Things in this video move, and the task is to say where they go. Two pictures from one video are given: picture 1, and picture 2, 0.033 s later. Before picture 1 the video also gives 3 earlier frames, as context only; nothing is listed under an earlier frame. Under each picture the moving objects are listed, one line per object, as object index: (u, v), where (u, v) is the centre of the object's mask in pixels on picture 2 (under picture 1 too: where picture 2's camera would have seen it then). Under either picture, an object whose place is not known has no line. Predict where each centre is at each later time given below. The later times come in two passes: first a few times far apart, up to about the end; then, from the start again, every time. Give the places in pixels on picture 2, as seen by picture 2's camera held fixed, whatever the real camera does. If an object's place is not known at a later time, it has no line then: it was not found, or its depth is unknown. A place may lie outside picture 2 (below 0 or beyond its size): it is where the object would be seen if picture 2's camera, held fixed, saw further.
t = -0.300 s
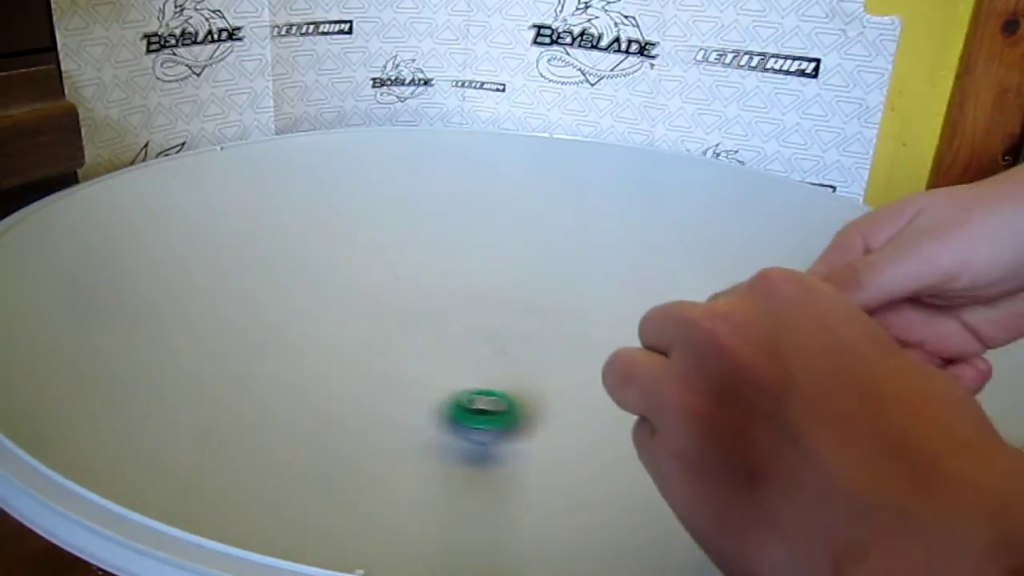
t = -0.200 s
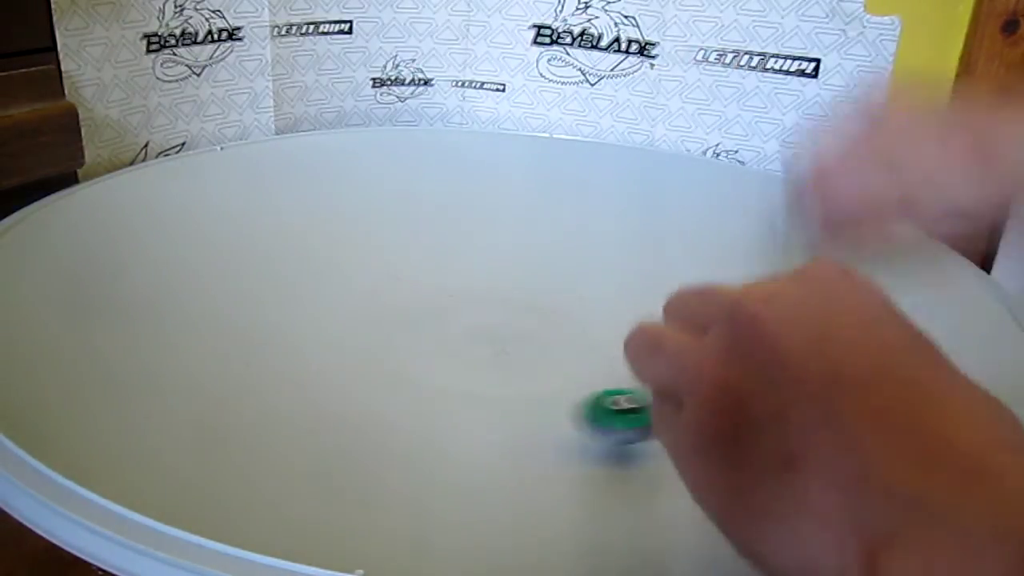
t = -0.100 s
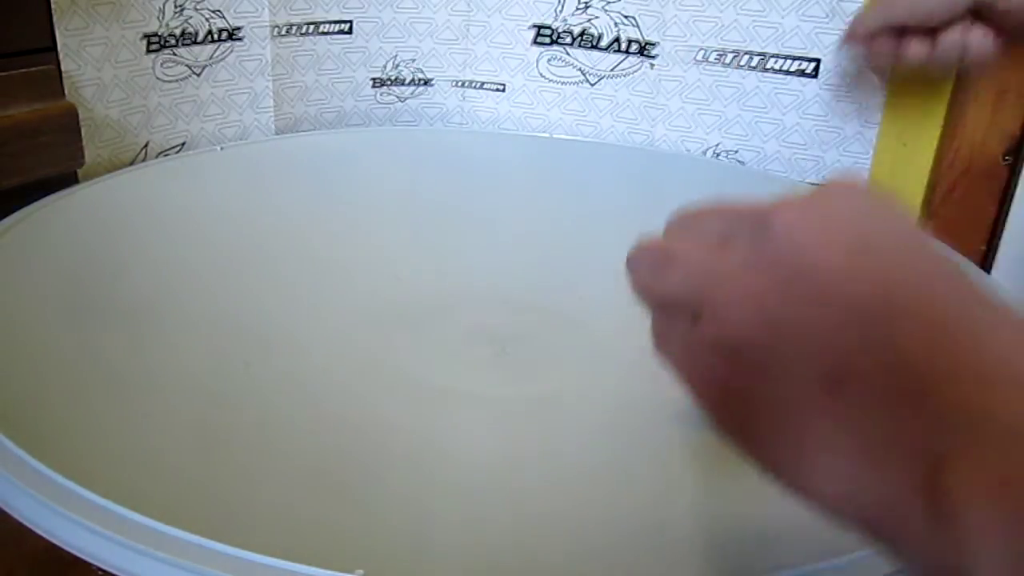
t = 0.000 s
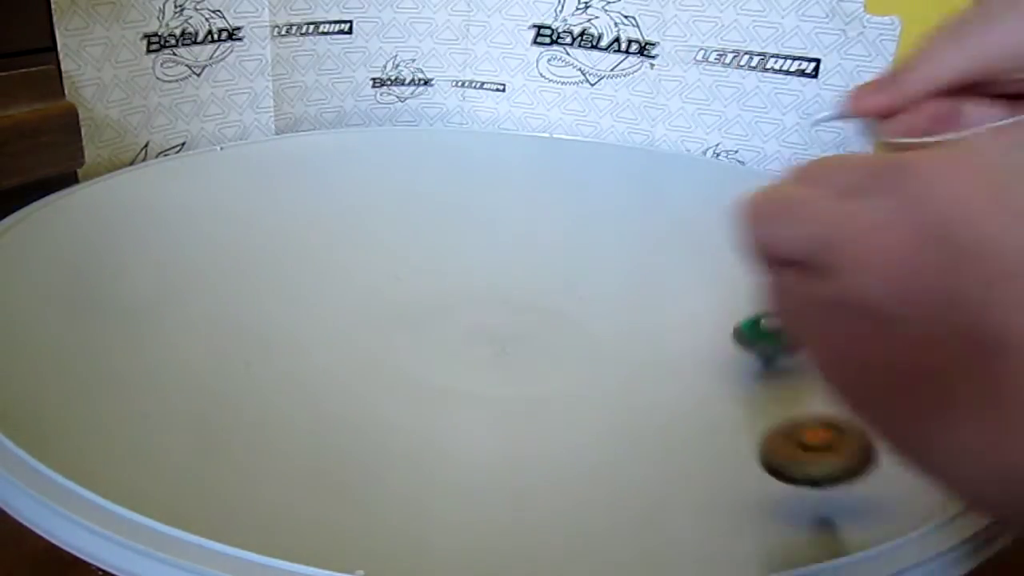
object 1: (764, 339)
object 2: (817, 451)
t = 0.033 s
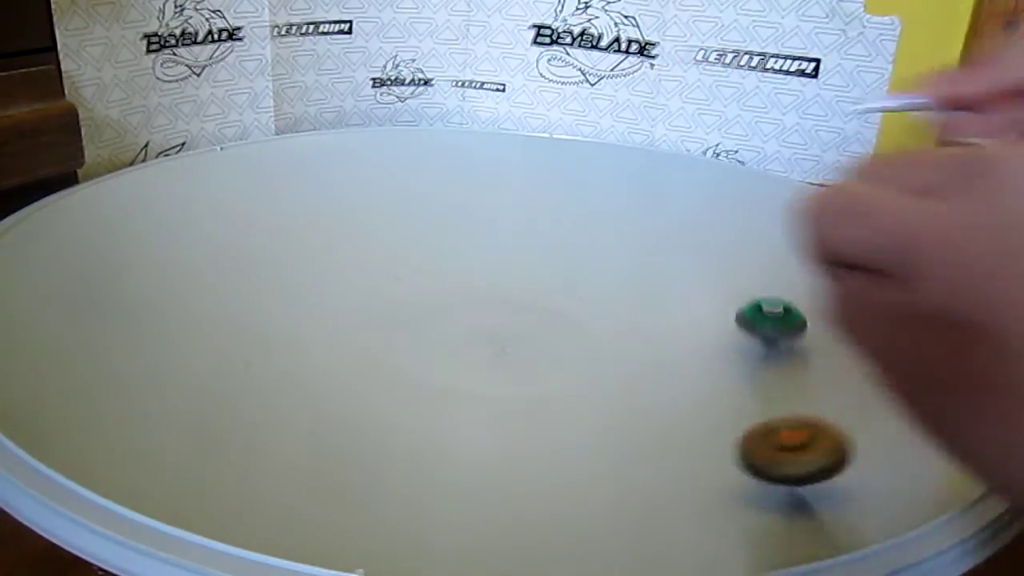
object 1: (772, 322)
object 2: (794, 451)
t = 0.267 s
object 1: (666, 236)
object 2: (546, 343)
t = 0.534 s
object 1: (470, 150)
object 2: (567, 215)
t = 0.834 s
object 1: (290, 146)
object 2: (624, 296)
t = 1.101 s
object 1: (163, 256)
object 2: (592, 295)
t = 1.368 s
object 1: (382, 409)
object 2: (501, 236)
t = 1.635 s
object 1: (747, 373)
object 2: (537, 176)
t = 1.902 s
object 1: (763, 243)
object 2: (652, 201)
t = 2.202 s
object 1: (561, 185)
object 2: (543, 314)
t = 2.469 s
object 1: (374, 235)
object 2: (246, 273)
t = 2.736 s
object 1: (360, 360)
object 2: (219, 158)
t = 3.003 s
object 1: (649, 431)
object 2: (425, 161)
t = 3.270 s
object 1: (838, 333)
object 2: (596, 290)
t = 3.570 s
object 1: (652, 247)
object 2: (433, 442)
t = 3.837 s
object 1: (432, 262)
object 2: (25, 338)
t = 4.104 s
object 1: (291, 341)
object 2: (106, 220)
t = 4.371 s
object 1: (444, 453)
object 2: (453, 248)
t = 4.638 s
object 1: (715, 416)
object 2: (751, 330)
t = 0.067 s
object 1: (768, 308)
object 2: (759, 446)
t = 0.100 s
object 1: (759, 292)
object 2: (713, 435)
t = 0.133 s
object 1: (747, 279)
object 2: (667, 423)
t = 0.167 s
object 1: (731, 266)
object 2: (626, 406)
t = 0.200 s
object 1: (711, 254)
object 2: (592, 388)
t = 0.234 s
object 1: (690, 245)
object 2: (566, 367)
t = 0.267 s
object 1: (666, 236)
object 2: (546, 343)
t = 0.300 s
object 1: (641, 229)
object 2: (534, 320)
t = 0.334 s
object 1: (618, 223)
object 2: (527, 300)
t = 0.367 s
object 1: (592, 219)
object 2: (525, 280)
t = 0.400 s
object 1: (565, 216)
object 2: (527, 261)
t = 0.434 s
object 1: (540, 212)
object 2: (533, 244)
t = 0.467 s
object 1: (515, 184)
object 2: (544, 223)
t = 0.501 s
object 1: (490, 168)
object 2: (556, 212)
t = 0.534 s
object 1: (470, 150)
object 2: (567, 215)
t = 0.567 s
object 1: (447, 136)
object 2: (579, 231)
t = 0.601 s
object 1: (428, 125)
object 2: (588, 261)
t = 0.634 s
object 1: (409, 117)
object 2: (596, 259)
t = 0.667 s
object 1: (392, 114)
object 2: (602, 257)
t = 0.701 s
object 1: (373, 118)
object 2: (609, 270)
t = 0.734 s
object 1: (354, 122)
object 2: (614, 281)
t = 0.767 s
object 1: (332, 128)
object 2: (618, 275)
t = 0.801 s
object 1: (314, 137)
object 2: (622, 282)
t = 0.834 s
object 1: (290, 146)
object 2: (624, 296)
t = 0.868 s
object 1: (267, 156)
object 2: (625, 287)
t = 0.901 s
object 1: (243, 167)
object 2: (624, 292)
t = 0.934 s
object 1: (221, 178)
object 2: (623, 299)
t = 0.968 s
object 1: (201, 191)
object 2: (620, 291)
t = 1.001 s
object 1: (184, 205)
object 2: (617, 296)
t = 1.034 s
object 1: (172, 221)
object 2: (610, 296)
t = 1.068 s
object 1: (165, 238)
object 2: (602, 291)
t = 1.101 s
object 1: (163, 256)
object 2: (592, 295)
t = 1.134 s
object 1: (167, 275)
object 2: (579, 288)
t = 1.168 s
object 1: (178, 295)
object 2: (567, 285)
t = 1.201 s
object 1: (195, 317)
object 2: (552, 280)
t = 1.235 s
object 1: (219, 338)
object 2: (538, 272)
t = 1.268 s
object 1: (250, 361)
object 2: (526, 264)
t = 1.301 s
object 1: (289, 378)
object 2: (516, 255)
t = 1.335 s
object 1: (334, 393)
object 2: (508, 246)
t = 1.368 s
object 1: (382, 409)
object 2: (501, 236)
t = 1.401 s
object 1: (436, 420)
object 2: (497, 226)
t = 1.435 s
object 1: (490, 425)
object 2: (496, 216)
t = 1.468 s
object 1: (546, 424)
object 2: (498, 207)
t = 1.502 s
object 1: (596, 420)
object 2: (501, 198)
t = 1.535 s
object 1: (644, 412)
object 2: (508, 191)
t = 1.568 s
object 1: (685, 400)
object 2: (515, 185)
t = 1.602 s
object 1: (719, 388)
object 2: (525, 180)
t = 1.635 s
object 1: (747, 373)
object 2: (537, 176)
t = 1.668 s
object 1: (768, 356)
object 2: (550, 173)
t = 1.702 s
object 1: (782, 338)
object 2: (565, 171)
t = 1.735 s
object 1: (791, 321)
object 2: (580, 171)
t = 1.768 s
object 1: (794, 304)
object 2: (596, 173)
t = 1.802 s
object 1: (792, 288)
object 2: (612, 176)
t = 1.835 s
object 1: (786, 272)
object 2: (628, 182)
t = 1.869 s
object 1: (776, 257)
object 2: (642, 190)
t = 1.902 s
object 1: (763, 243)
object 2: (652, 201)
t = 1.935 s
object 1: (747, 230)
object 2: (660, 213)
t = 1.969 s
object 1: (728, 218)
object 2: (663, 227)
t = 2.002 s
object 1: (707, 209)
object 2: (661, 241)
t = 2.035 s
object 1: (684, 201)
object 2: (655, 255)
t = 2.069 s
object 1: (660, 195)
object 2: (642, 271)
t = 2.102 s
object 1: (637, 190)
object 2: (625, 285)
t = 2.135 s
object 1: (612, 186)
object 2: (602, 297)
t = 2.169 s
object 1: (587, 185)
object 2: (573, 307)
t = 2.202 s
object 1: (561, 185)
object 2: (543, 314)
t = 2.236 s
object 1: (536, 185)
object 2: (509, 318)
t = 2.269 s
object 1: (509, 188)
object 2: (471, 320)
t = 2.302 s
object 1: (483, 192)
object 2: (430, 320)
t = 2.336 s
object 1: (459, 198)
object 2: (389, 318)
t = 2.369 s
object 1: (436, 205)
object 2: (349, 311)
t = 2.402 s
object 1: (413, 214)
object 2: (312, 301)
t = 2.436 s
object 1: (392, 224)
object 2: (277, 288)
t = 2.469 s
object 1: (374, 235)
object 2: (246, 273)
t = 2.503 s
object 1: (357, 247)
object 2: (224, 258)
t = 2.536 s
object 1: (344, 261)
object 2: (206, 241)
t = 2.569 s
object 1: (335, 276)
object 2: (195, 225)
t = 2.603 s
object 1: (330, 292)
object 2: (190, 210)
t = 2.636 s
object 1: (330, 308)
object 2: (190, 195)
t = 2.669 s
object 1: (334, 324)
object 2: (194, 181)
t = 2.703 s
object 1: (344, 342)
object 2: (204, 168)
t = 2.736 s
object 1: (360, 360)
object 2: (219, 158)
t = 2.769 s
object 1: (381, 376)
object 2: (237, 149)
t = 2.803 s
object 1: (407, 391)
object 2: (257, 142)
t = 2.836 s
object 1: (438, 405)
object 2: (282, 139)
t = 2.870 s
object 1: (473, 415)
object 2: (307, 138)
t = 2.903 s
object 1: (514, 424)
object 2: (336, 140)
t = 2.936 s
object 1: (558, 430)
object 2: (366, 145)
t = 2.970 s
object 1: (603, 433)
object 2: (396, 152)
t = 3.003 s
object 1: (649, 431)
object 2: (425, 161)
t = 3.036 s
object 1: (694, 427)
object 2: (454, 173)
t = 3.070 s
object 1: (734, 420)
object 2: (482, 186)
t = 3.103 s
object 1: (768, 409)
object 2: (508, 201)
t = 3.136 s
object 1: (796, 396)
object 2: (531, 216)
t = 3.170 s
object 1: (818, 381)
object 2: (552, 233)
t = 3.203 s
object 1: (832, 365)
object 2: (570, 251)
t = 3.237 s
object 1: (838, 349)
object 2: (585, 271)
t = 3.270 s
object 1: (838, 333)
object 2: (596, 290)
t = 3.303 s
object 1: (832, 319)
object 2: (601, 310)
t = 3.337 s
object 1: (820, 305)
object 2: (602, 330)
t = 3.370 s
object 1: (803, 292)
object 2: (600, 349)
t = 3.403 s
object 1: (784, 281)
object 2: (591, 369)
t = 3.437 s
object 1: (760, 270)
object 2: (575, 388)
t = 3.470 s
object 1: (735, 262)
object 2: (553, 405)
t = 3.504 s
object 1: (707, 256)
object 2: (520, 422)
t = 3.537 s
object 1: (680, 251)
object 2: (482, 434)
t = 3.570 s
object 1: (652, 247)
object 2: (433, 442)
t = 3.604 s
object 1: (624, 245)
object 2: (378, 447)
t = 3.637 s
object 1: (596, 243)
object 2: (315, 445)
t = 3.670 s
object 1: (568, 244)
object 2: (253, 438)
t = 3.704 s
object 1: (540, 245)
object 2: (189, 426)
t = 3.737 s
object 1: (512, 248)
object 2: (128, 408)
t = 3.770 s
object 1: (484, 251)
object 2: (71, 386)
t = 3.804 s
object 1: (458, 256)
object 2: (41, 362)
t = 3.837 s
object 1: (432, 262)
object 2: (25, 338)
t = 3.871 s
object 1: (408, 269)
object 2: (15, 315)
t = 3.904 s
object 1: (385, 276)
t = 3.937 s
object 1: (363, 284)
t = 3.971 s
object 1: (343, 293)
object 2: (15, 257)
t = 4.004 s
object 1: (325, 304)
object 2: (23, 244)
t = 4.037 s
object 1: (311, 315)
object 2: (36, 232)
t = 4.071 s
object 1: (299, 327)
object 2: (66, 224)
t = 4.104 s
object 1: (291, 341)
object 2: (106, 220)
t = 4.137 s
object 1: (288, 355)
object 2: (148, 217)
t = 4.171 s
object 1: (290, 371)
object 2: (188, 217)
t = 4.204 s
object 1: (299, 387)
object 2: (235, 220)
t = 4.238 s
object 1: (314, 402)
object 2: (279, 224)
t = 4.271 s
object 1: (335, 417)
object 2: (323, 229)
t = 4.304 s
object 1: (365, 431)
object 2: (367, 235)
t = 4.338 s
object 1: (401, 444)
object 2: (411, 241)
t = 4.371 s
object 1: (444, 453)
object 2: (453, 248)
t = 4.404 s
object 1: (490, 460)
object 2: (494, 256)
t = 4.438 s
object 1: (537, 462)
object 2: (534, 265)
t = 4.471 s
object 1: (581, 461)
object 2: (572, 274)
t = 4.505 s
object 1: (620, 456)
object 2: (610, 284)
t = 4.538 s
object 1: (653, 448)
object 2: (646, 295)
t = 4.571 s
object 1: (680, 439)
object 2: (681, 305)
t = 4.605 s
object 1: (700, 428)
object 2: (716, 317)
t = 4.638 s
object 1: (715, 416)
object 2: (751, 330)
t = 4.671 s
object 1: (724, 403)
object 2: (783, 343)
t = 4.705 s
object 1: (726, 389)
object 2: (815, 357)
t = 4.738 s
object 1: (724, 376)
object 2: (845, 374)
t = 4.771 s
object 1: (716, 362)
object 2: (871, 391)
